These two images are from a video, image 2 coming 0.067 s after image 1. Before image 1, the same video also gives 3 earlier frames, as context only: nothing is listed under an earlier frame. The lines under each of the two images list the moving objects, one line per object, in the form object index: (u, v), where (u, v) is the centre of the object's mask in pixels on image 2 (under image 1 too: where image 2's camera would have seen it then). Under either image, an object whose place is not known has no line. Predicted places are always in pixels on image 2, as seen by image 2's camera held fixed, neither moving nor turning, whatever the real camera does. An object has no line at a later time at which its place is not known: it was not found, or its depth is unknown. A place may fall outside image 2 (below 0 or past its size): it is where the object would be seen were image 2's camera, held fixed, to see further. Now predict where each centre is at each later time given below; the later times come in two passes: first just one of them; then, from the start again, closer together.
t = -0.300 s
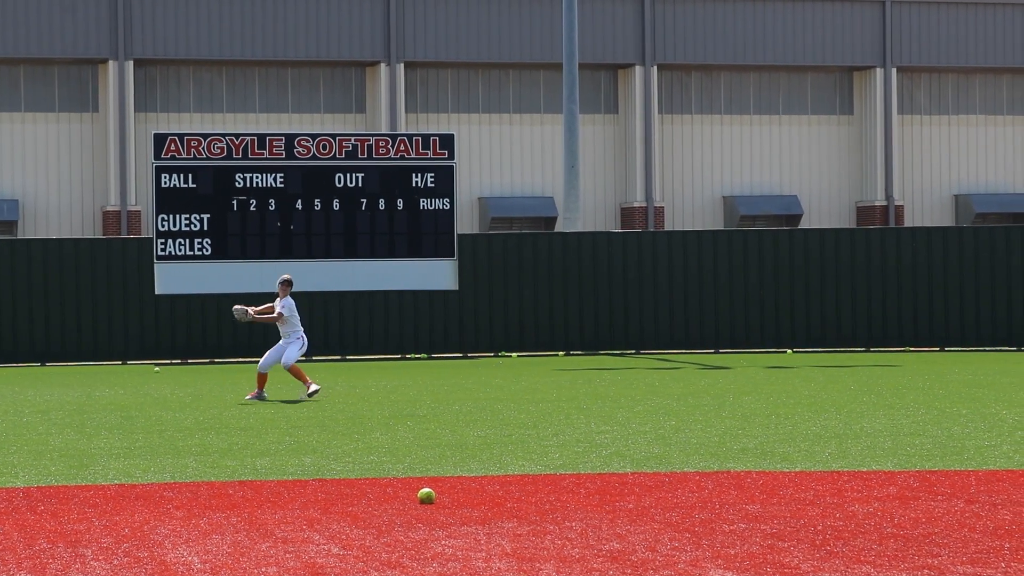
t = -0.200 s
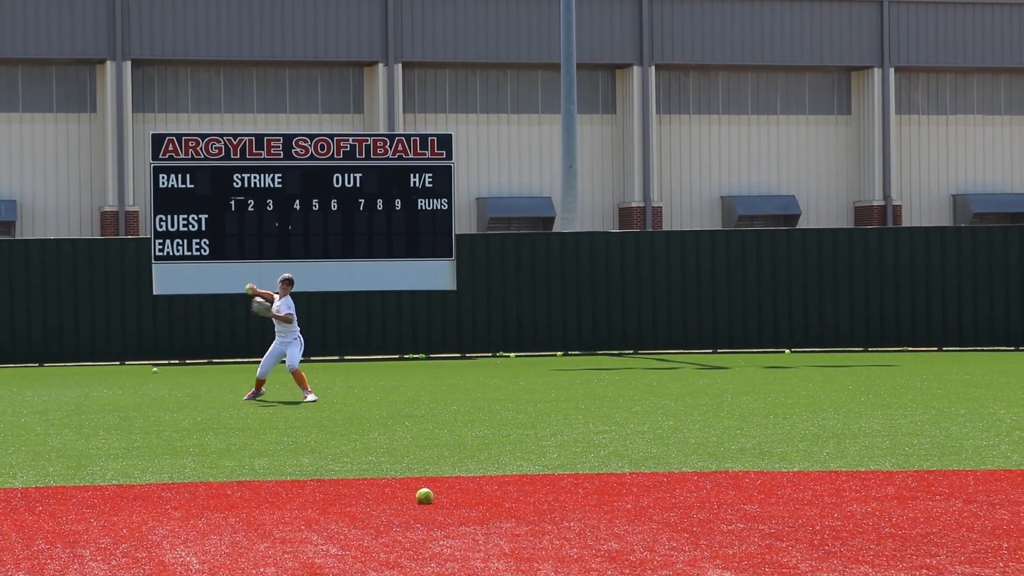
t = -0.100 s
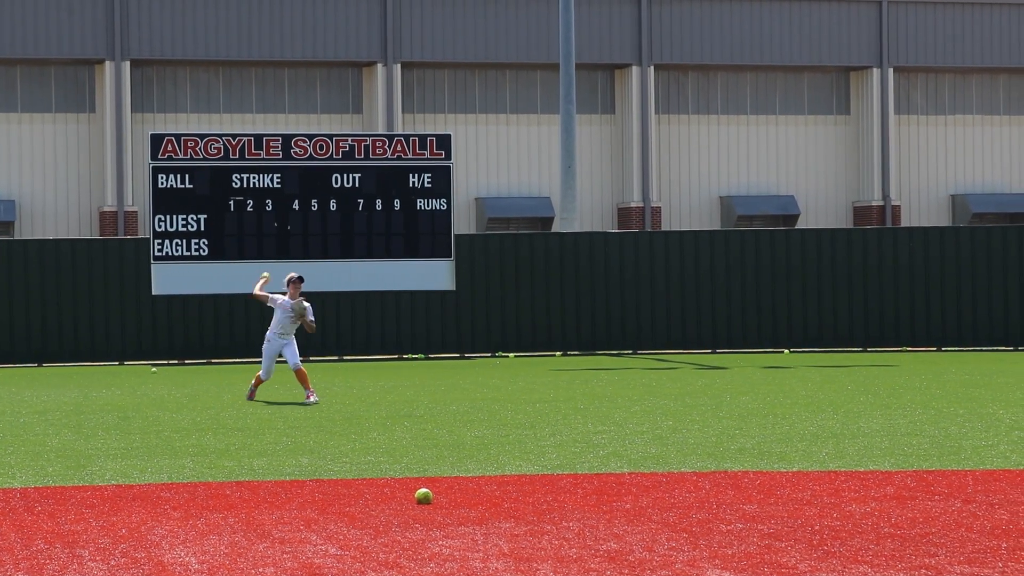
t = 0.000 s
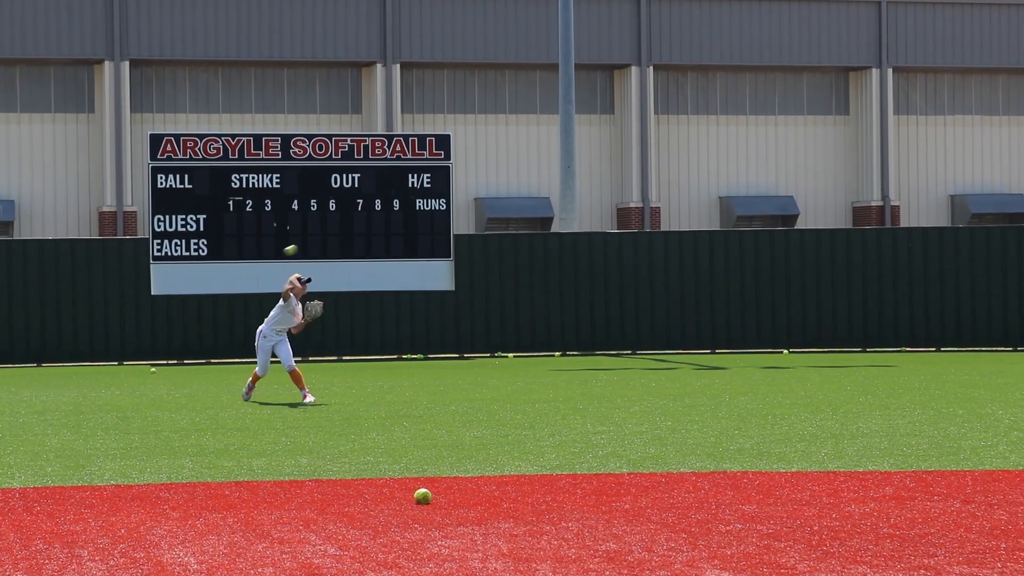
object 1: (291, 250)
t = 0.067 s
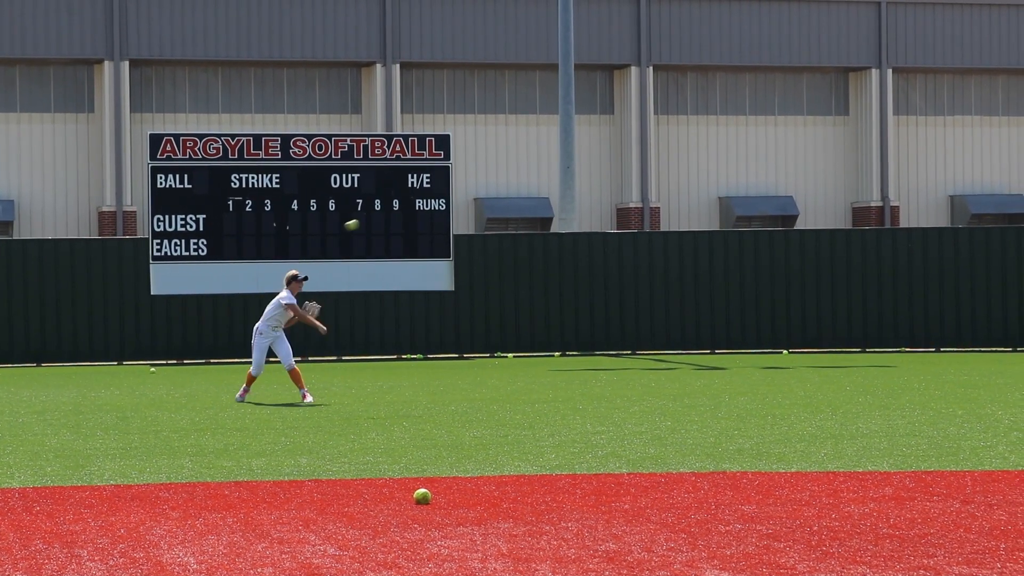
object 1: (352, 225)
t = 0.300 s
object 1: (624, 146)
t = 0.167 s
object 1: (456, 189)
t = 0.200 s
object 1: (494, 178)
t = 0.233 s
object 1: (536, 167)
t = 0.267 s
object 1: (579, 156)
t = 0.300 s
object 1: (624, 146)
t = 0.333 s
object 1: (674, 137)
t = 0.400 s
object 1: (783, 119)
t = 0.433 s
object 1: (842, 111)
